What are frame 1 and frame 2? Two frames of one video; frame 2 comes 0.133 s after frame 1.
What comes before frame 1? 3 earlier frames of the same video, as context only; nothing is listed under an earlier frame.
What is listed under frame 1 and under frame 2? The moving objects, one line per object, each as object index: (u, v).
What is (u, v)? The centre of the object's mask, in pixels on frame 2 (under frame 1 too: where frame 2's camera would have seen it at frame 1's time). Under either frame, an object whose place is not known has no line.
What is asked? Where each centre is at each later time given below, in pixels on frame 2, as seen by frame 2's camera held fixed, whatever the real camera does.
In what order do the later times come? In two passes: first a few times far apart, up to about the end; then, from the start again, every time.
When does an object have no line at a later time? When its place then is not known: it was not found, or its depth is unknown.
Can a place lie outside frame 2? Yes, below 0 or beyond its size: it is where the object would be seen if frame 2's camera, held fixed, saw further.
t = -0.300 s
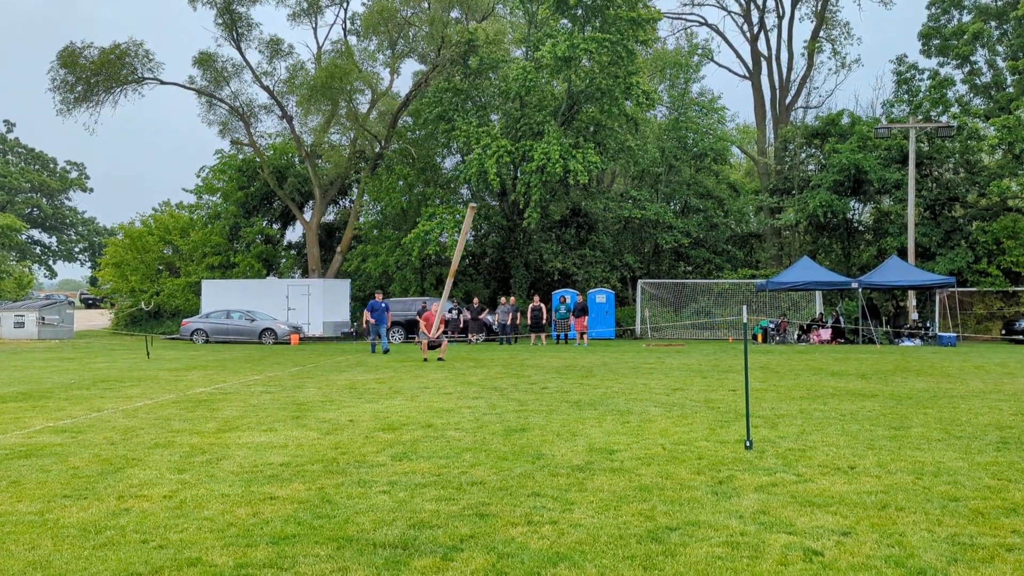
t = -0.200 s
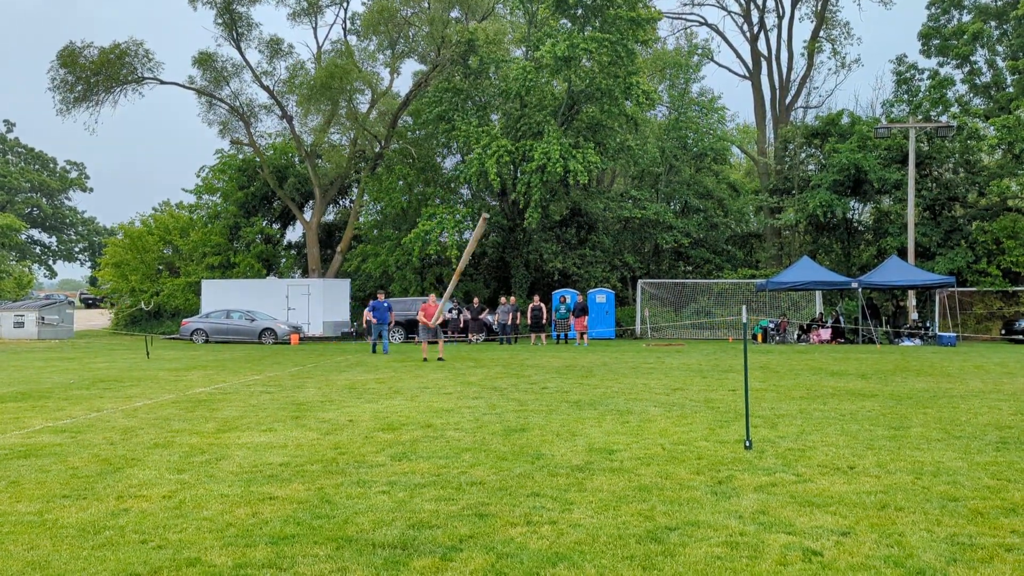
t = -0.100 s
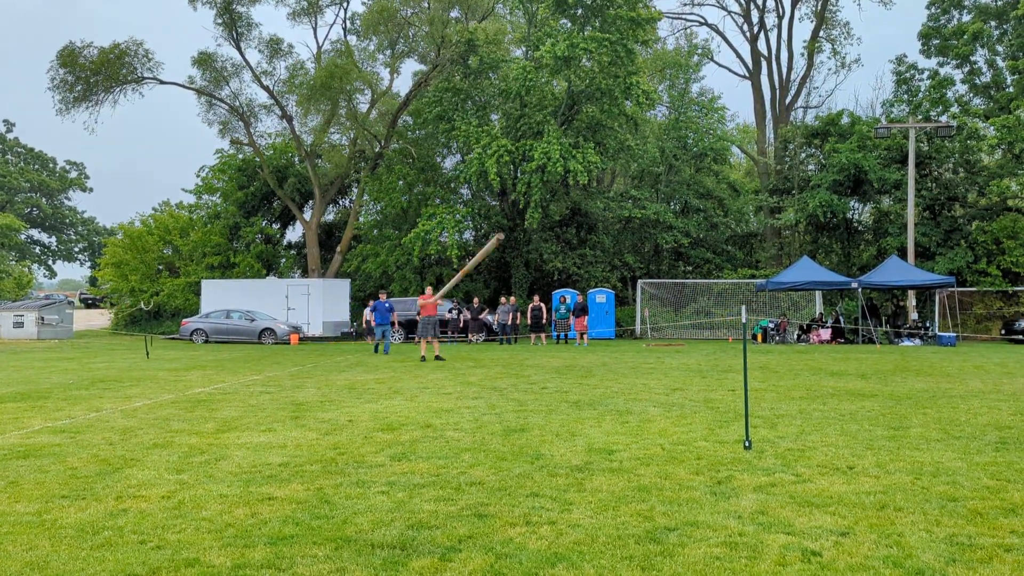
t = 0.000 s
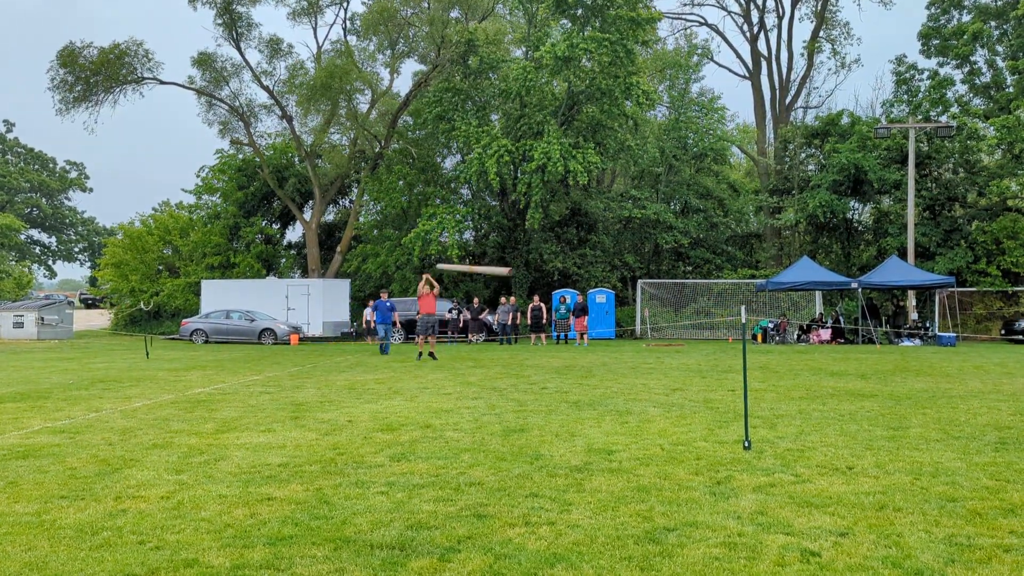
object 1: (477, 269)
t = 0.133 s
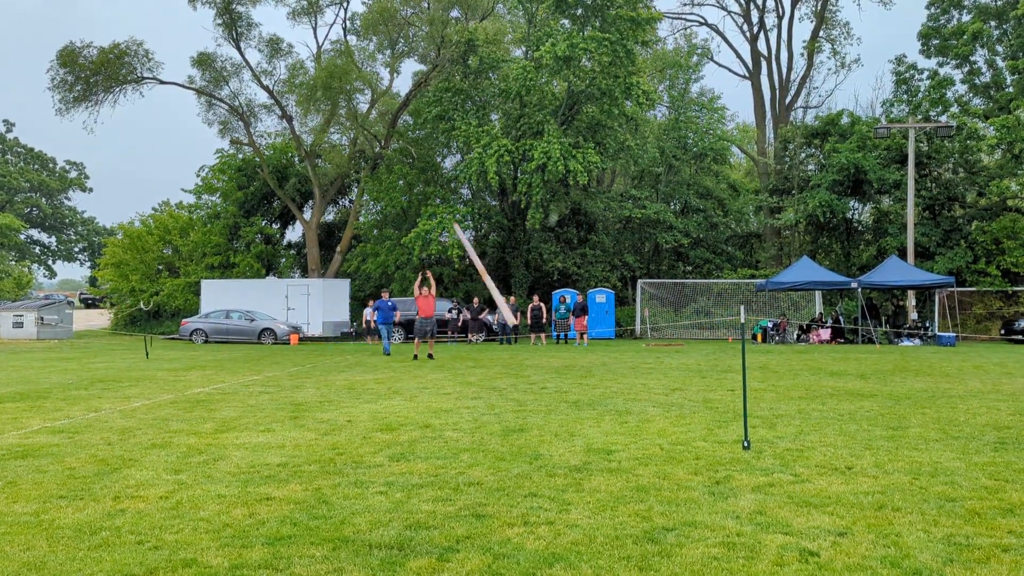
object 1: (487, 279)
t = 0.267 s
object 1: (497, 293)
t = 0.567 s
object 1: (528, 272)
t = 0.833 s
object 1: (560, 286)
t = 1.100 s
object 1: (598, 331)
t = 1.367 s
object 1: (626, 373)
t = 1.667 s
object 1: (641, 367)
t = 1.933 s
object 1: (651, 383)
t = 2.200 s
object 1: (651, 384)
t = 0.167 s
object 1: (489, 282)
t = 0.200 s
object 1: (492, 287)
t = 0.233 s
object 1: (495, 291)
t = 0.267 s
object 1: (497, 293)
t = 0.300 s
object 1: (500, 292)
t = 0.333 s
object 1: (504, 288)
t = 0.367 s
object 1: (507, 284)
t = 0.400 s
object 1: (510, 281)
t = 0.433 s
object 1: (513, 278)
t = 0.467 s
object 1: (517, 276)
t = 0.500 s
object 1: (521, 275)
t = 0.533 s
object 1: (524, 274)
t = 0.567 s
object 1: (528, 272)
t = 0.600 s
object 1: (531, 273)
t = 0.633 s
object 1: (535, 273)
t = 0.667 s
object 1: (539, 274)
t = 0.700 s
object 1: (543, 275)
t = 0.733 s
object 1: (547, 278)
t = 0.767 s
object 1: (551, 281)
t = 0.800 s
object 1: (556, 284)
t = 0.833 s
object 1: (560, 286)
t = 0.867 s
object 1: (565, 290)
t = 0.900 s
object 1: (569, 293)
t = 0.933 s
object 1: (574, 297)
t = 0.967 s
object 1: (580, 301)
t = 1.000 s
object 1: (585, 307)
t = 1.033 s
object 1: (590, 314)
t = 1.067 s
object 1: (593, 322)
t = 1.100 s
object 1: (598, 331)
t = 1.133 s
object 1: (602, 340)
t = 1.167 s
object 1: (604, 350)
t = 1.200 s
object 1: (611, 361)
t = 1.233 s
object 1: (615, 372)
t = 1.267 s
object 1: (614, 379)
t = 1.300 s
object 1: (626, 380)
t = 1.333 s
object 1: (624, 376)
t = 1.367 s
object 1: (626, 373)
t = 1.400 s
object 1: (628, 370)
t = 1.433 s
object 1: (628, 369)
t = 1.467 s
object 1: (631, 368)
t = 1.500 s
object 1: (632, 367)
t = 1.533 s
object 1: (632, 366)
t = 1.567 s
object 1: (633, 366)
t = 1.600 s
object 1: (636, 366)
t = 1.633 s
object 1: (639, 366)
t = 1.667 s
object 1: (641, 367)
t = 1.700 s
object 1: (642, 368)
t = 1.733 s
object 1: (643, 370)
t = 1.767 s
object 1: (644, 372)
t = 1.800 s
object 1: (645, 374)
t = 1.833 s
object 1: (647, 377)
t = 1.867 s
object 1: (647, 380)
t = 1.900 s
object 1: (650, 383)
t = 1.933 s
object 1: (651, 383)
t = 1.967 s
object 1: (649, 383)
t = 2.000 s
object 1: (649, 383)
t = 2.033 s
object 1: (648, 383)
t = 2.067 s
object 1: (648, 383)
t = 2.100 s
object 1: (650, 384)
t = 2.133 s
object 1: (652, 384)
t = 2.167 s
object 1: (651, 384)
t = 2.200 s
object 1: (651, 384)
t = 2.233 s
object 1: (651, 384)
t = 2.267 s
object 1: (651, 384)
